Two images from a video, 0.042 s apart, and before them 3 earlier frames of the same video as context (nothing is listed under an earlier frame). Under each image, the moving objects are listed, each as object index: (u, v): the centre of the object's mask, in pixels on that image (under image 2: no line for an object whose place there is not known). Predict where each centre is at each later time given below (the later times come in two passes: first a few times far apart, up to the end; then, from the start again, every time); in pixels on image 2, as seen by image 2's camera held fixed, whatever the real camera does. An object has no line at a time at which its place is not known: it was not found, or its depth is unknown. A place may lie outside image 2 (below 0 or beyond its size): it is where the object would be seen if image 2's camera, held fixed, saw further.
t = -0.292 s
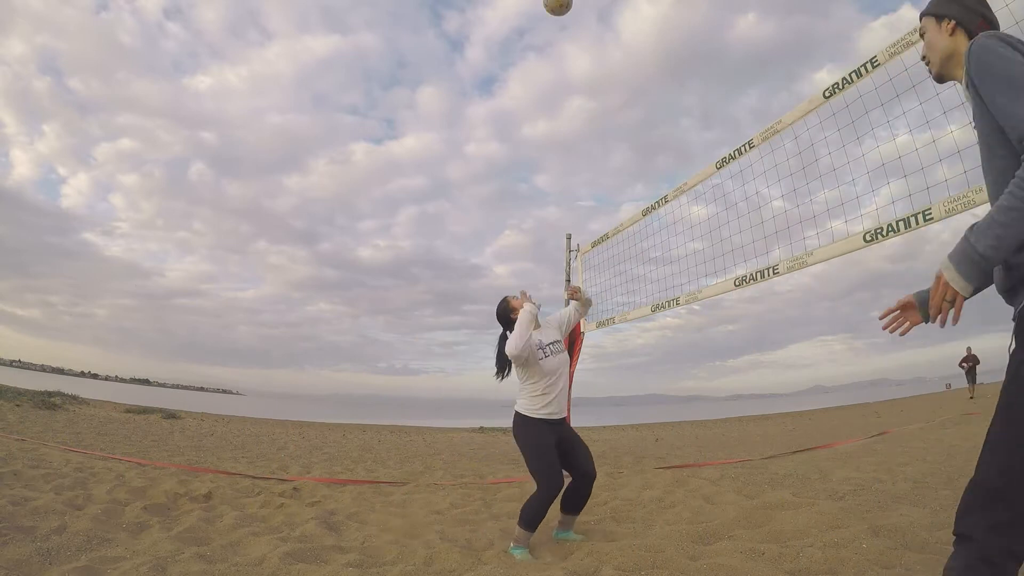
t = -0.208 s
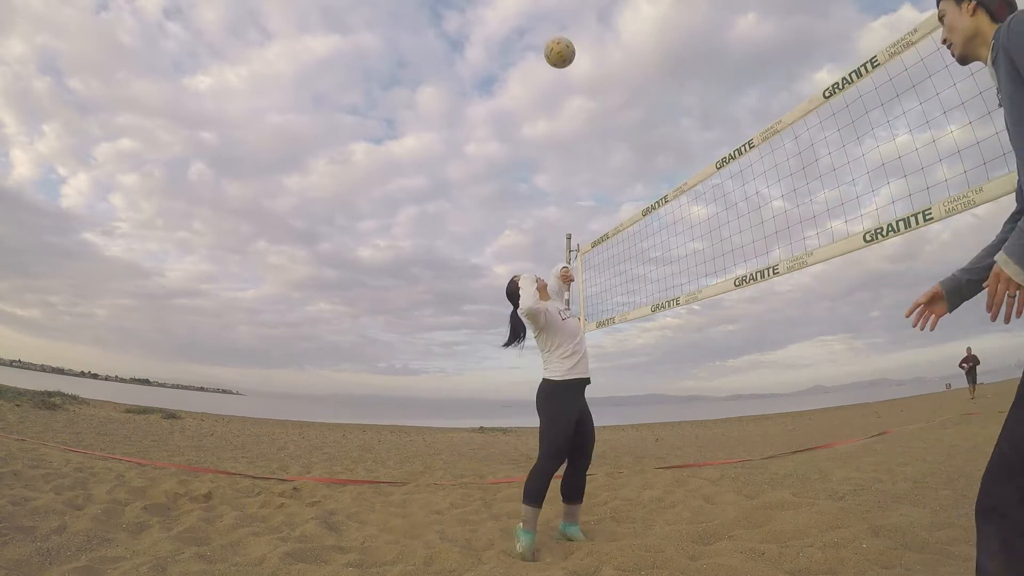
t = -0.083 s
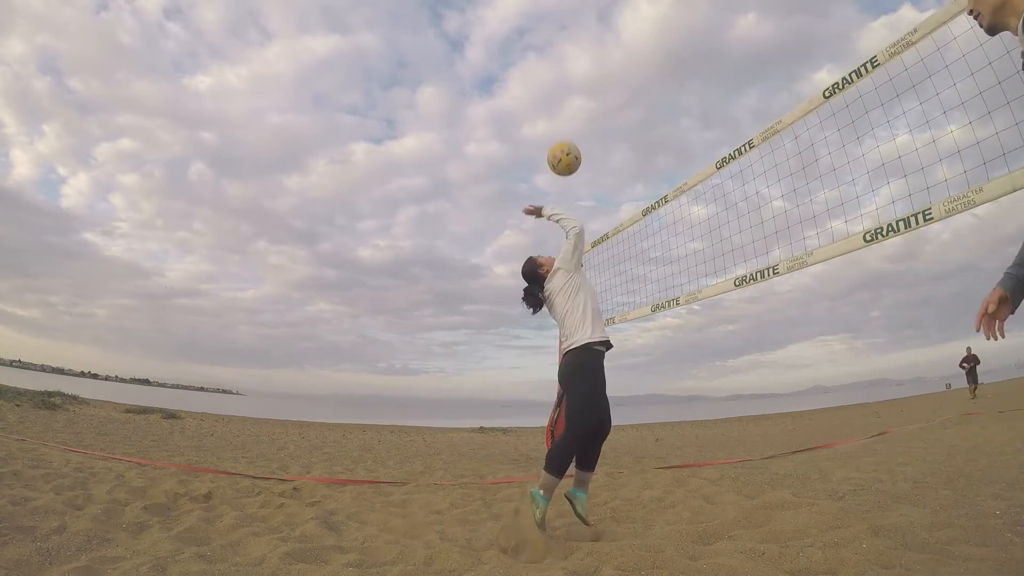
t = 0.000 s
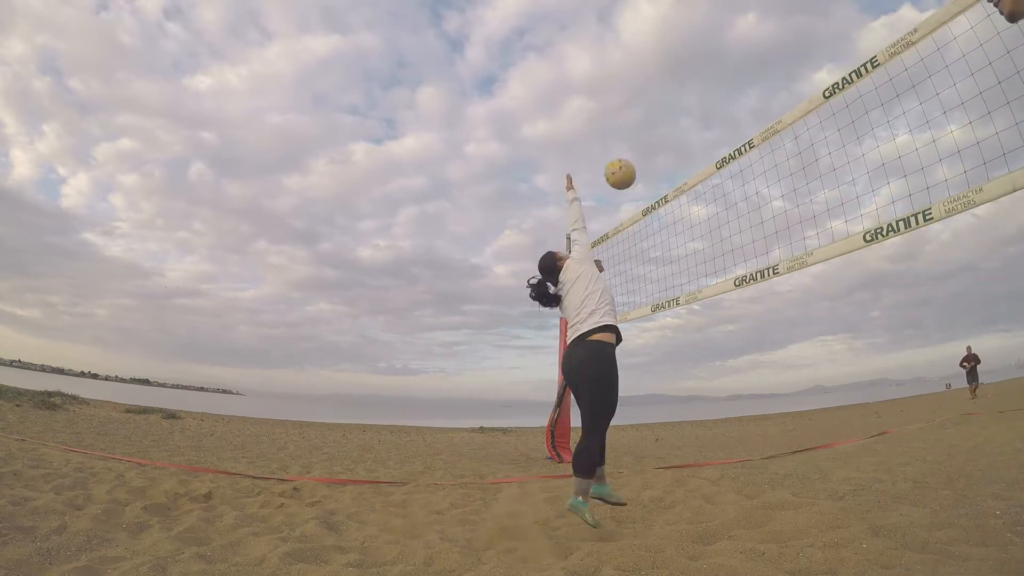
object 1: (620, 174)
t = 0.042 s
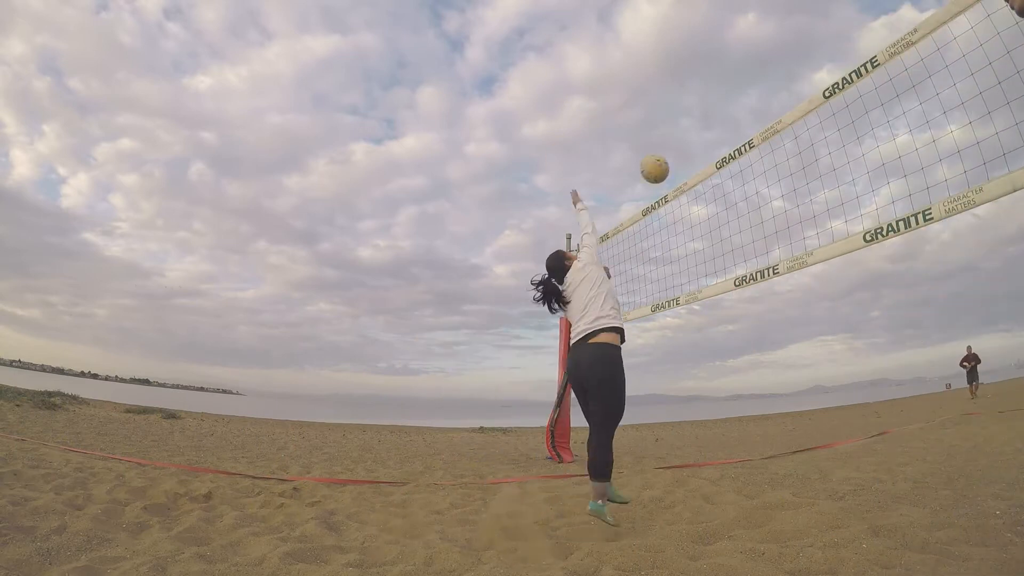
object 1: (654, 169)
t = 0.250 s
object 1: (743, 141)
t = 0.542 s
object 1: (825, 176)
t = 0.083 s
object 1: (685, 167)
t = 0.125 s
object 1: (704, 160)
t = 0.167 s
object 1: (718, 153)
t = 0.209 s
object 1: (731, 145)
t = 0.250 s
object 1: (743, 141)
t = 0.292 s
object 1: (763, 151)
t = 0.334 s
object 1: (774, 149)
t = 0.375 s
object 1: (785, 151)
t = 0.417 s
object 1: (797, 156)
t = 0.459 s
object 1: (808, 161)
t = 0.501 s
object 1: (819, 168)
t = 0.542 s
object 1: (825, 176)
